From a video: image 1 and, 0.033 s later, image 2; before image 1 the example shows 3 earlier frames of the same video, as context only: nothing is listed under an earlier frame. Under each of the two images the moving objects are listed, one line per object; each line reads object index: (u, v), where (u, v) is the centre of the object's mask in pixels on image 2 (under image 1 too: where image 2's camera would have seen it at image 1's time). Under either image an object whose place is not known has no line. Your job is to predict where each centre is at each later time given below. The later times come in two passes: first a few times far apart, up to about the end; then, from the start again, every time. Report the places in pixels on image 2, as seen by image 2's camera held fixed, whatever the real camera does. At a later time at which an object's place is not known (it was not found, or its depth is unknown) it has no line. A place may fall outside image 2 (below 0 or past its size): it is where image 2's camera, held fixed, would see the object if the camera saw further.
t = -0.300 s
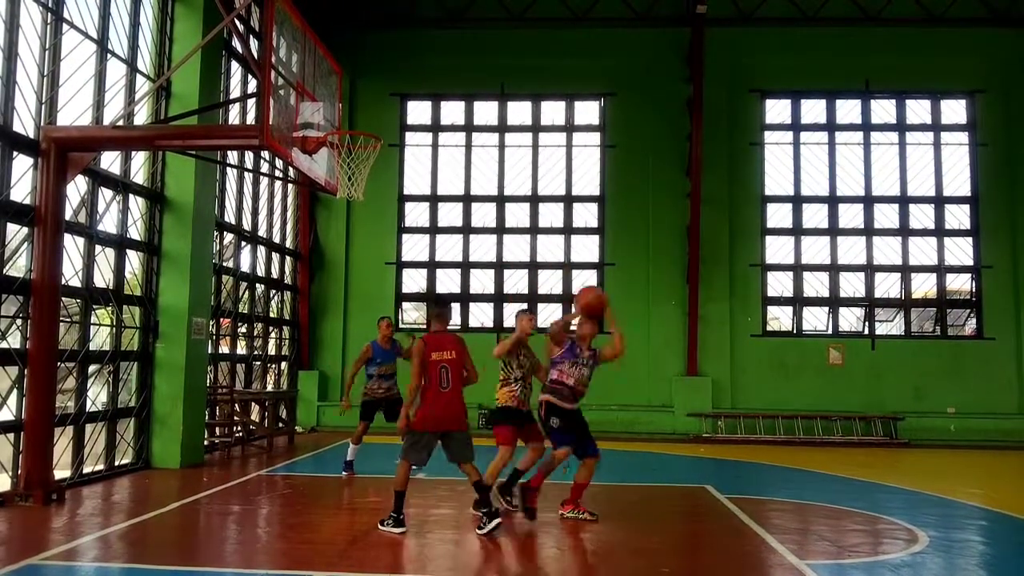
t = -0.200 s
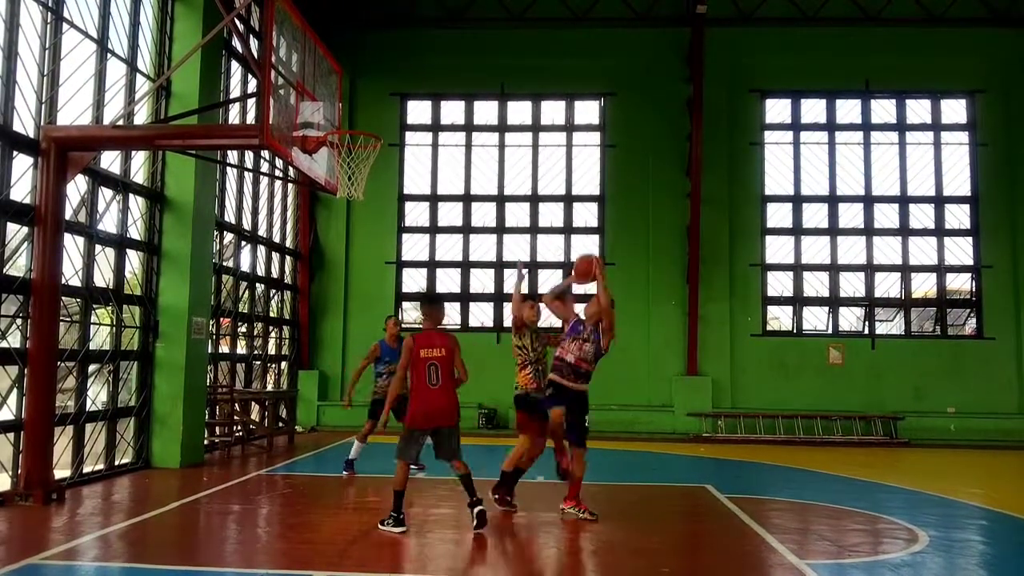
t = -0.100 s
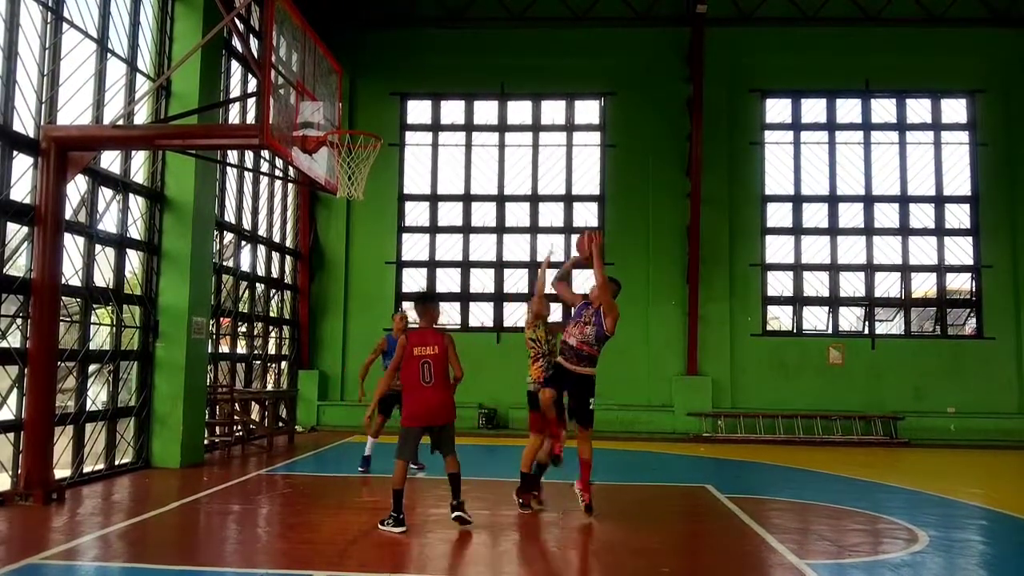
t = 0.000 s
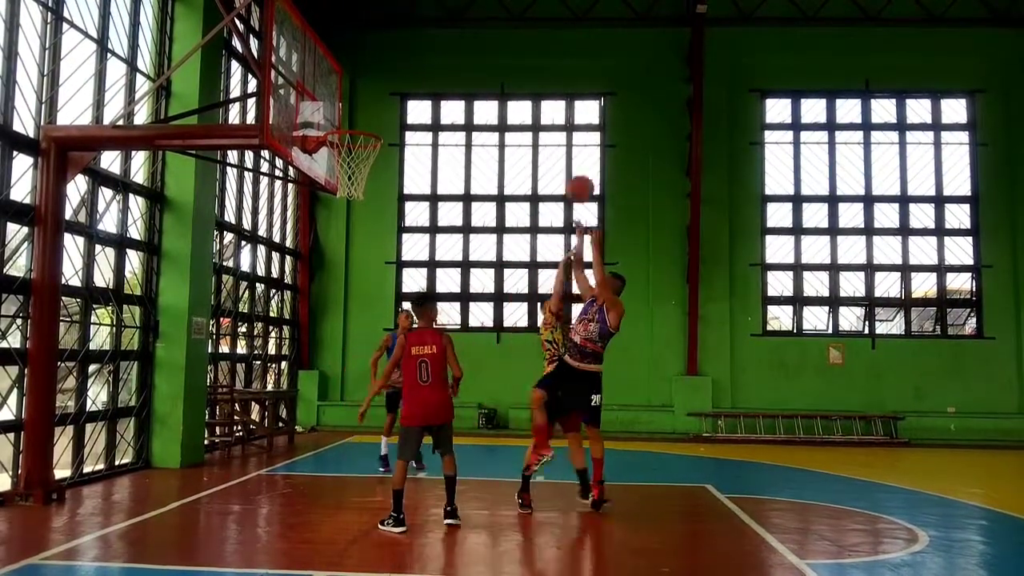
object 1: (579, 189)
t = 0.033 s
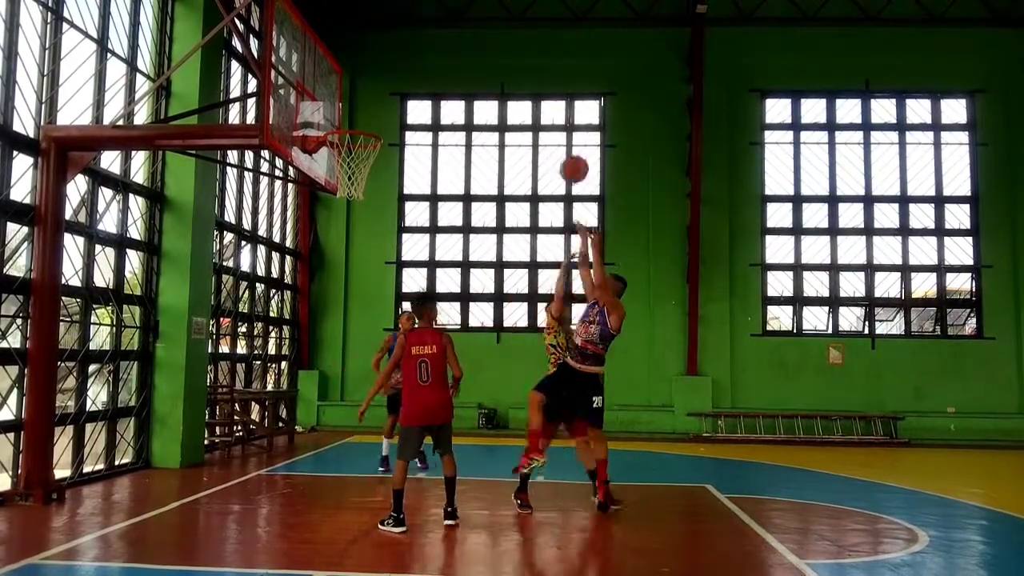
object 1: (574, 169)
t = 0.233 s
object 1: (540, 81)
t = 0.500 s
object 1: (497, 47)
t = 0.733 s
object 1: (459, 83)
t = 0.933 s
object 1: (427, 164)
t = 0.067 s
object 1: (568, 151)
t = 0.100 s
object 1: (563, 134)
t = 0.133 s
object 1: (557, 118)
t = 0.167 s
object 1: (552, 105)
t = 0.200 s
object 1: (546, 92)
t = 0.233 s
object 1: (540, 81)
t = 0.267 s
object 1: (535, 72)
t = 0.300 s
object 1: (529, 64)
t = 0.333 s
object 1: (523, 59)
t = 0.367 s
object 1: (517, 54)
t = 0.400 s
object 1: (513, 50)
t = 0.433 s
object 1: (508, 48)
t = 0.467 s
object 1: (502, 47)
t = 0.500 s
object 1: (497, 47)
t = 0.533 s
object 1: (492, 48)
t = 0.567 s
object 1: (485, 51)
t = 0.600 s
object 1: (480, 55)
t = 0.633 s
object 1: (474, 61)
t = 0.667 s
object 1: (468, 66)
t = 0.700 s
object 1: (463, 75)
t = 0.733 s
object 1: (459, 83)
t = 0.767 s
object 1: (454, 94)
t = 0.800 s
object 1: (449, 105)
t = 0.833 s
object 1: (444, 118)
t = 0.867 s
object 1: (438, 132)
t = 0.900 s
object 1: (433, 147)
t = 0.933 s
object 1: (427, 164)
